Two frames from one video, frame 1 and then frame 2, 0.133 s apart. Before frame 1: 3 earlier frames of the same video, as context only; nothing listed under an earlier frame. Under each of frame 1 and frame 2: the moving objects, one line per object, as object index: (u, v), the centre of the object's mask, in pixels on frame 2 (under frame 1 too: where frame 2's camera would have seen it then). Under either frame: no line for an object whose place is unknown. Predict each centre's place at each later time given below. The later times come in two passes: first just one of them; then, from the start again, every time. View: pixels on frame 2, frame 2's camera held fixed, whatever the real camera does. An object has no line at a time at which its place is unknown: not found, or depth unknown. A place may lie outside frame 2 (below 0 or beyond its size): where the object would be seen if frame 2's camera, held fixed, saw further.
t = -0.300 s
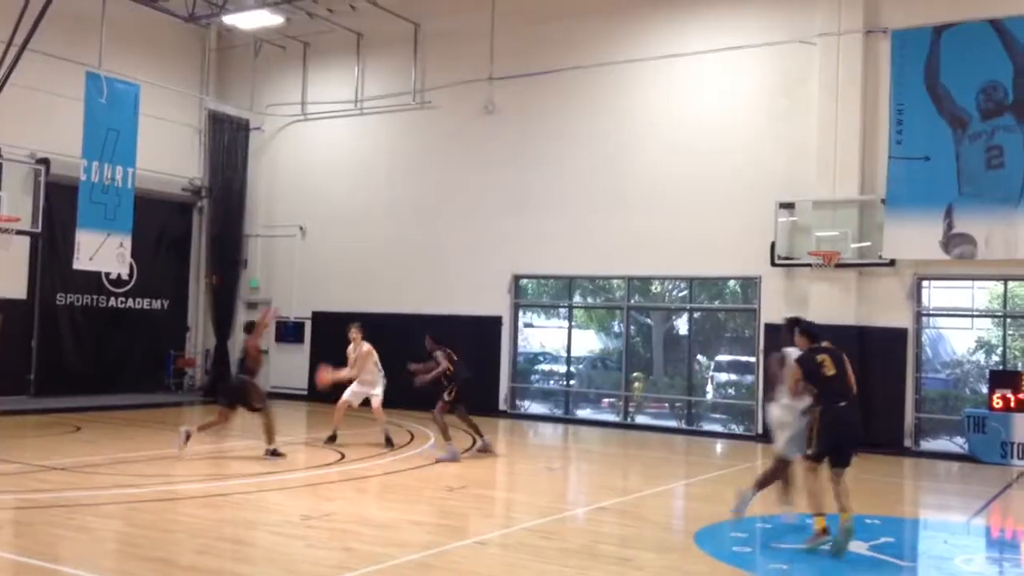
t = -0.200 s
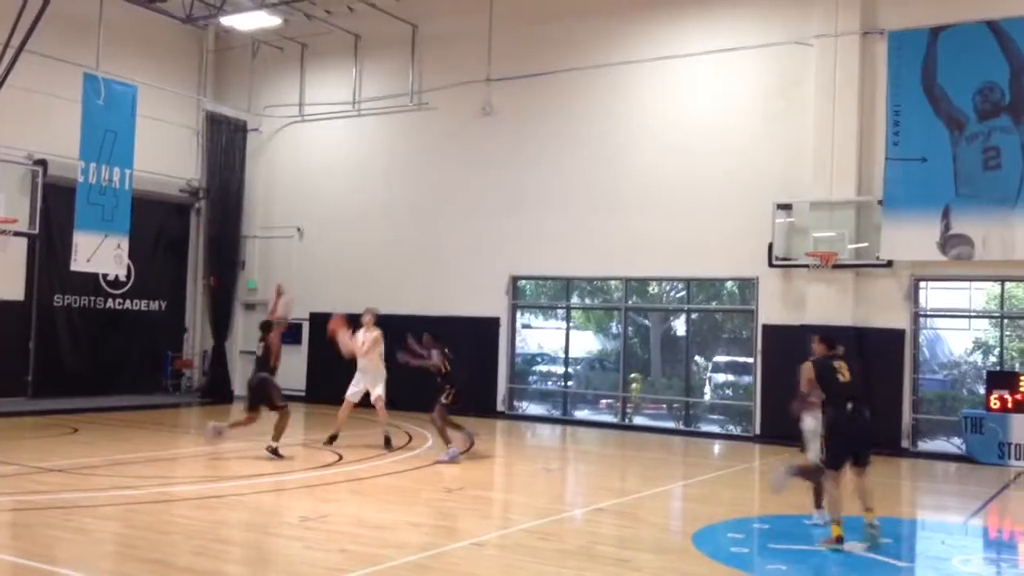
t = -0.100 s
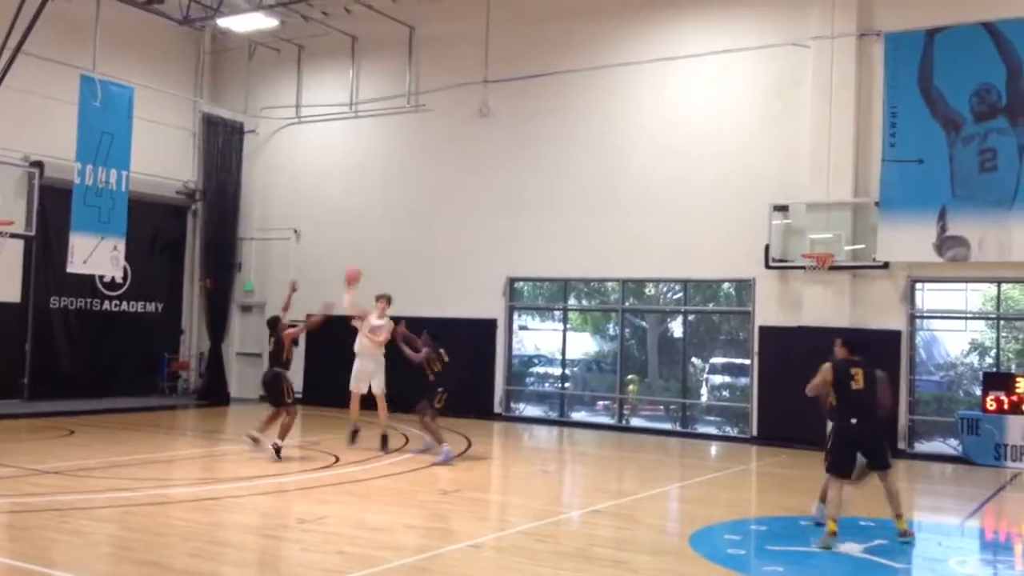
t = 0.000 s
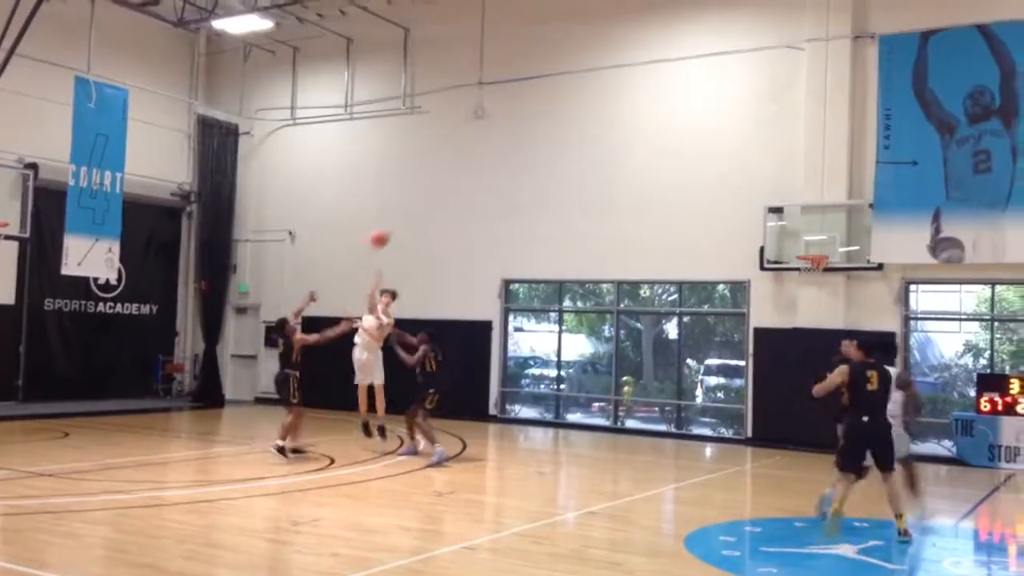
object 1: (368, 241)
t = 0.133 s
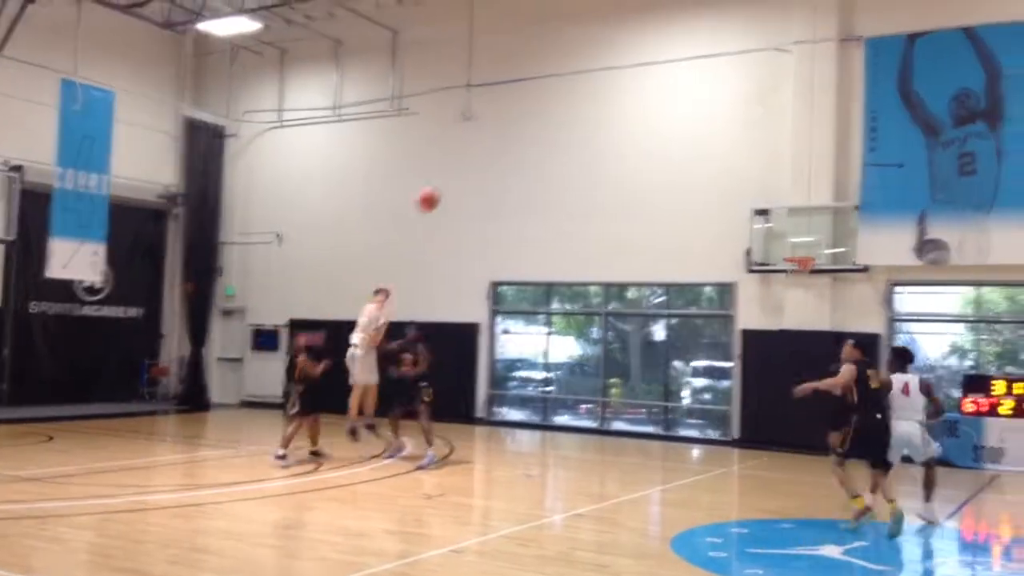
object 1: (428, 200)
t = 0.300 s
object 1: (521, 153)
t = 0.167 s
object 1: (444, 191)
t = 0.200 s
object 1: (462, 182)
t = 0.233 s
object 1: (480, 172)
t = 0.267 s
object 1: (499, 162)
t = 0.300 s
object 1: (521, 153)
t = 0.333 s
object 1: (545, 144)
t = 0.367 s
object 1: (571, 134)
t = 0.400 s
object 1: (598, 126)
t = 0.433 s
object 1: (627, 118)
